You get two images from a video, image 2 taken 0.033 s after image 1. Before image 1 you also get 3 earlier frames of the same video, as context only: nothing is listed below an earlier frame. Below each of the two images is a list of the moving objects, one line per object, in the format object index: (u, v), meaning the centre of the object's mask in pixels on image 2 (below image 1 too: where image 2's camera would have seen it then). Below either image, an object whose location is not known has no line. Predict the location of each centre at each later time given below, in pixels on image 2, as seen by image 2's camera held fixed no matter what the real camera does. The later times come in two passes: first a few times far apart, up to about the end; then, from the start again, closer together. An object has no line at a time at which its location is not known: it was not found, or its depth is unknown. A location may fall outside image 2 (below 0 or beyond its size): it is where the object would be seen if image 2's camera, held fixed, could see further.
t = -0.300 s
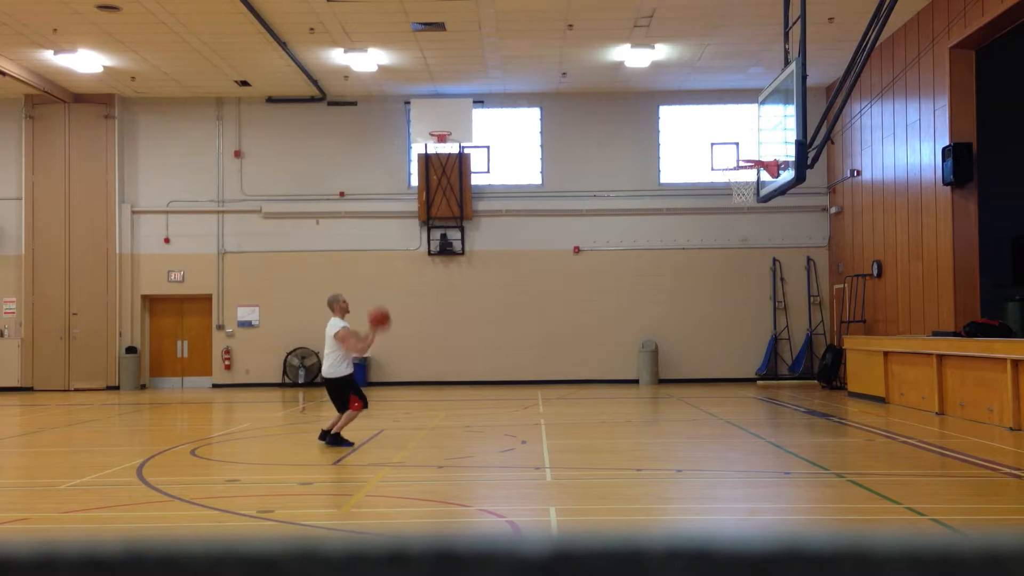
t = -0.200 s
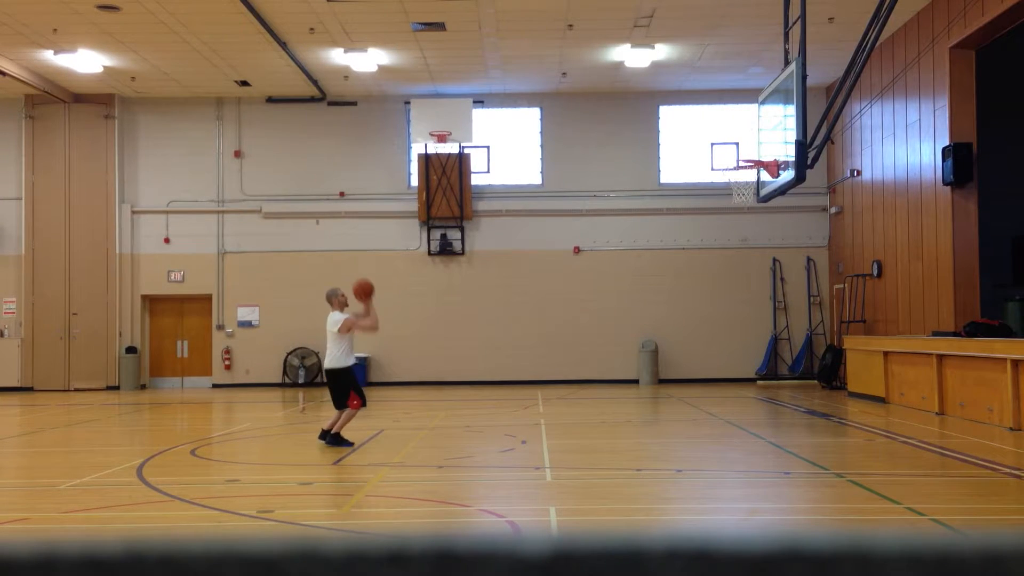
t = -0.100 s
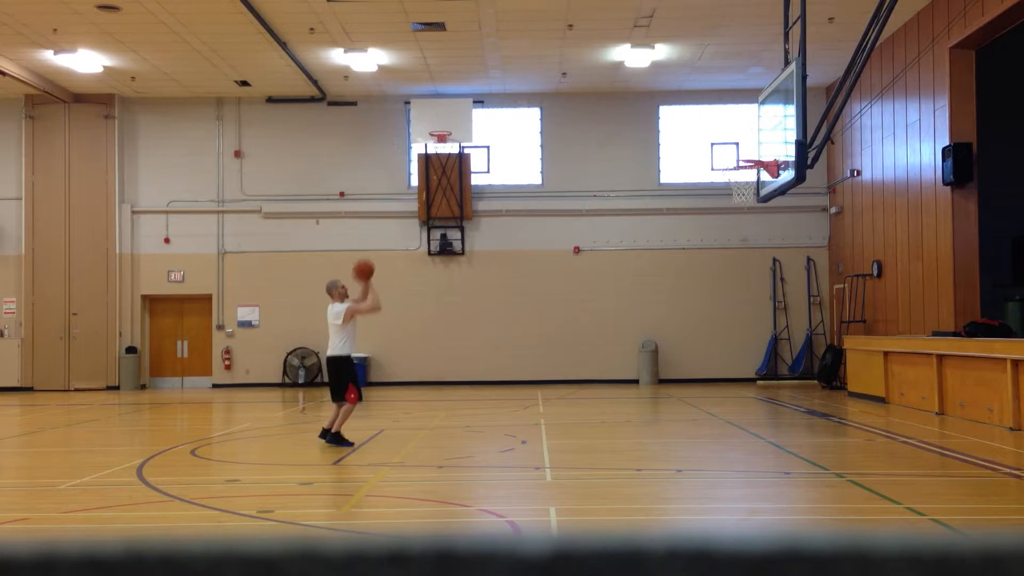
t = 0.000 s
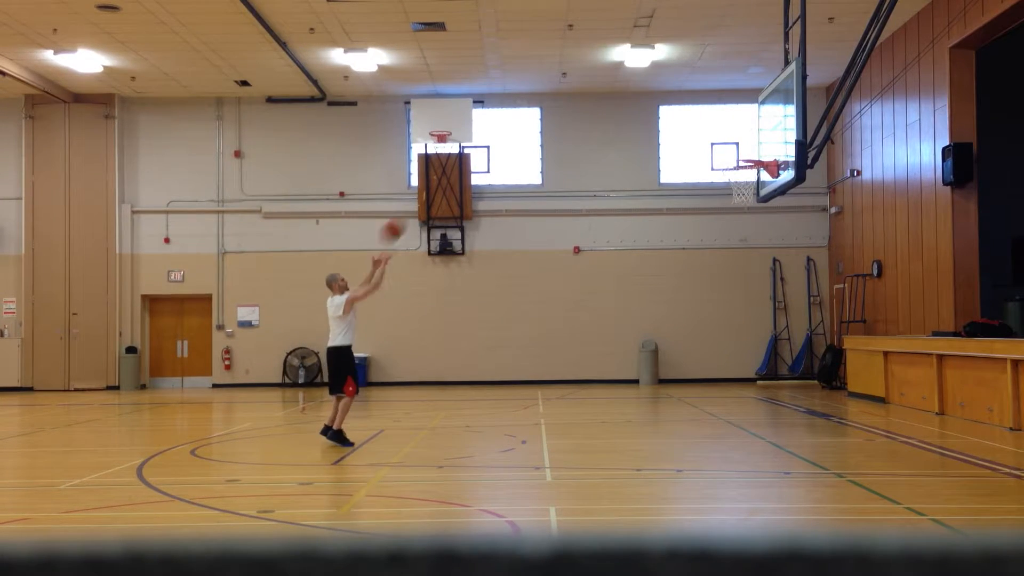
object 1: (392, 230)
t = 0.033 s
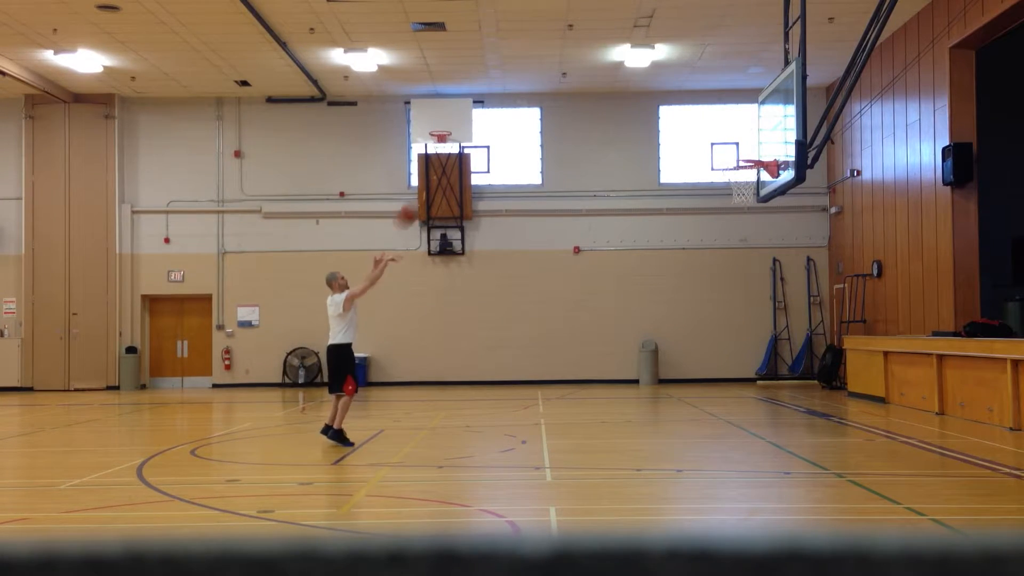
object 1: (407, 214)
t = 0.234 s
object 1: (495, 148)
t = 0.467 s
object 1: (593, 115)
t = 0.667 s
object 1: (678, 126)
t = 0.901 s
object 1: (741, 182)
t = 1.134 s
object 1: (707, 259)
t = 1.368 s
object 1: (677, 374)
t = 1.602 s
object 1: (645, 365)
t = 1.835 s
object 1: (616, 300)
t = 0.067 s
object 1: (423, 199)
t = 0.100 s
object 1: (435, 188)
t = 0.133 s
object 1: (449, 177)
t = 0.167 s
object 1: (463, 166)
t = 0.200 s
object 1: (480, 156)
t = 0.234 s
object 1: (495, 148)
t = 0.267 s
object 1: (509, 140)
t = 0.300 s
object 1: (523, 133)
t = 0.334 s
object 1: (540, 127)
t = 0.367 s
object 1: (551, 123)
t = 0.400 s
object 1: (566, 120)
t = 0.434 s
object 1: (579, 117)
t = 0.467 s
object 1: (593, 115)
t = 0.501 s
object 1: (608, 114)
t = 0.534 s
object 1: (623, 115)
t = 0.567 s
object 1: (635, 115)
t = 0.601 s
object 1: (648, 118)
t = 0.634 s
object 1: (661, 122)
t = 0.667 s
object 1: (678, 126)
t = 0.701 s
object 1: (692, 131)
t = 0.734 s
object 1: (706, 137)
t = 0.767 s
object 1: (720, 143)
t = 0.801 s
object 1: (734, 152)
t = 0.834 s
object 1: (748, 158)
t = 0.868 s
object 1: (751, 170)
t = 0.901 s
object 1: (741, 182)
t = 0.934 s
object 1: (735, 193)
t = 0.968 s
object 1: (731, 202)
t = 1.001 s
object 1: (726, 211)
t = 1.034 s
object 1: (721, 222)
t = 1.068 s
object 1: (717, 233)
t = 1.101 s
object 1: (712, 246)
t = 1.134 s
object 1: (707, 259)
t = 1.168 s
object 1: (703, 273)
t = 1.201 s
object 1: (698, 287)
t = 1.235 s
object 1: (694, 303)
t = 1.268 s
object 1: (690, 320)
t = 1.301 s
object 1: (685, 336)
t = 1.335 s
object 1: (681, 355)
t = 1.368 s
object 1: (677, 374)
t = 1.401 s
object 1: (673, 393)
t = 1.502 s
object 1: (660, 408)
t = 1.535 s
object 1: (656, 392)
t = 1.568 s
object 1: (651, 378)
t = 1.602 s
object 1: (645, 365)
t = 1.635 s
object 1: (641, 352)
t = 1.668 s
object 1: (637, 341)
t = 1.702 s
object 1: (633, 331)
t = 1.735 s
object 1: (629, 322)
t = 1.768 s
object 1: (624, 313)
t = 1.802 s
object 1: (620, 307)
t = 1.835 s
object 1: (616, 300)
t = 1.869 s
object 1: (612, 295)
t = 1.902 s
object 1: (608, 291)
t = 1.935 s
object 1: (604, 288)
